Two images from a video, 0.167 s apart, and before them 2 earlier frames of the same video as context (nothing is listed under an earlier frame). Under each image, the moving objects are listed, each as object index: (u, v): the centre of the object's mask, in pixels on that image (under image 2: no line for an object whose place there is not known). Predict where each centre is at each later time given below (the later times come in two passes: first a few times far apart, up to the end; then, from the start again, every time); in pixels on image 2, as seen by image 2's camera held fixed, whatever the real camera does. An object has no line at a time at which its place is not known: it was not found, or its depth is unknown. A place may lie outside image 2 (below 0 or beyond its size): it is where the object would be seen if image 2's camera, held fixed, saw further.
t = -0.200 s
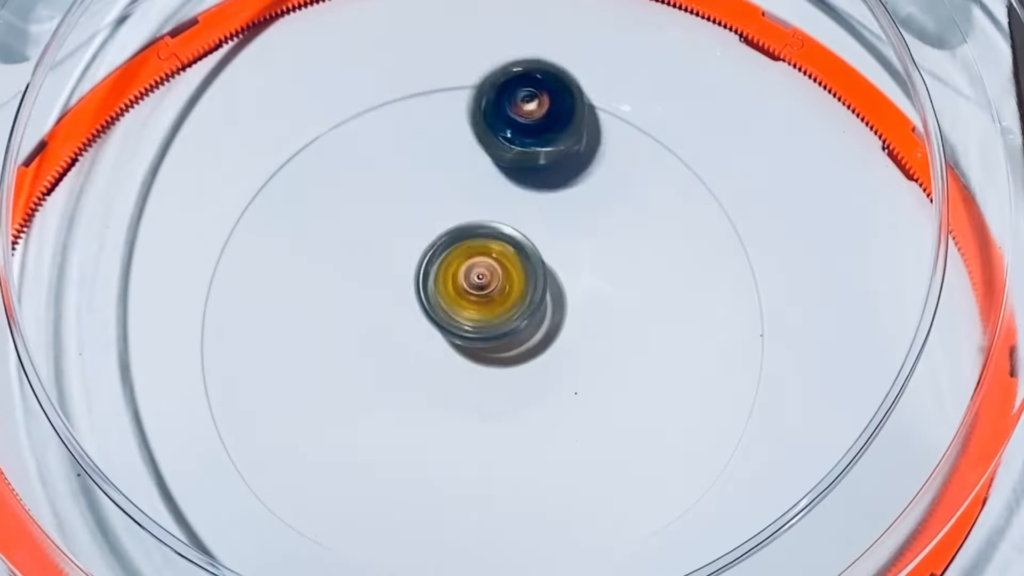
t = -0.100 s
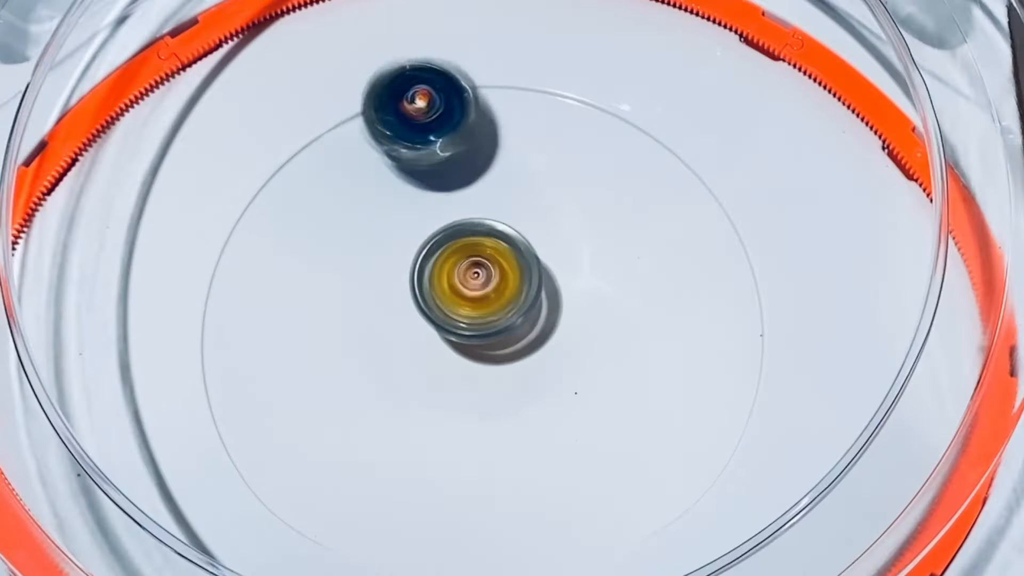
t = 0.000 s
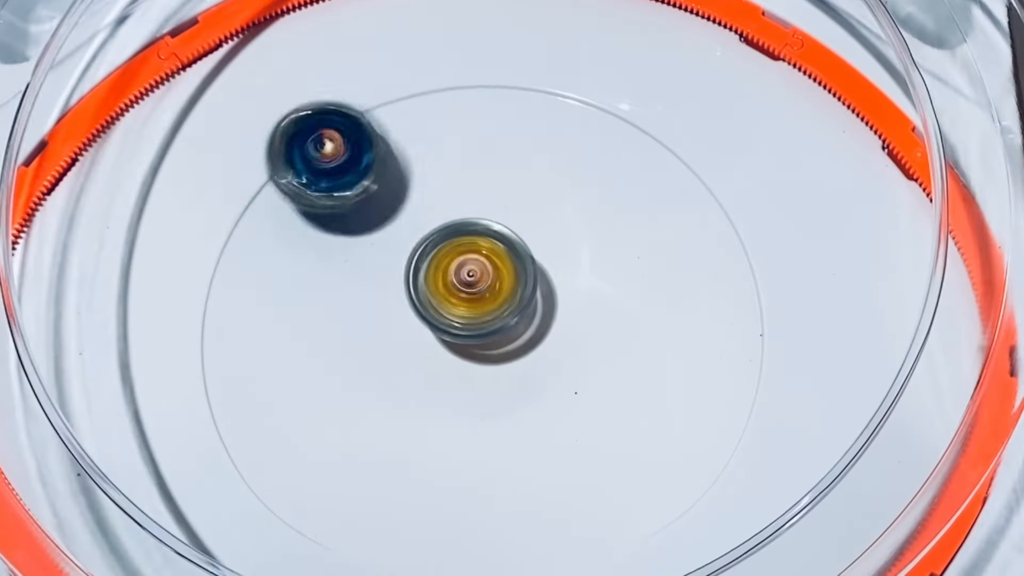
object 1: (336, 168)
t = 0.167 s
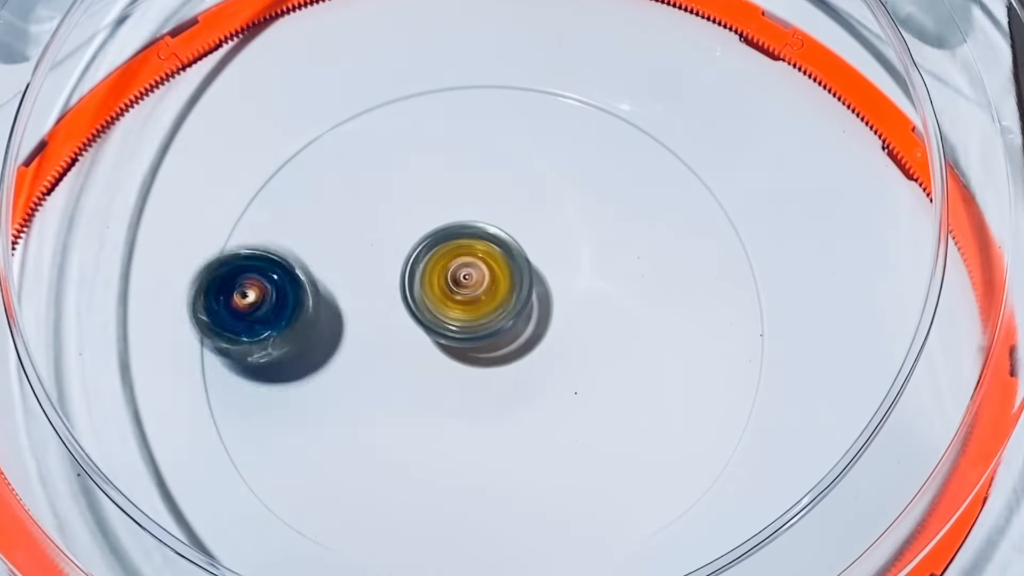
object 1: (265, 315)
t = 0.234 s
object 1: (283, 387)
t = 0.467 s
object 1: (543, 465)
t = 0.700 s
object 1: (681, 244)
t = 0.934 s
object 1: (493, 93)
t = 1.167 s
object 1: (279, 232)
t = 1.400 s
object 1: (393, 488)
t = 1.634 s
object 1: (689, 400)
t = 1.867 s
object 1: (628, 136)
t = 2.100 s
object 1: (341, 122)
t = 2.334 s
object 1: (234, 357)
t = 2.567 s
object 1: (478, 506)
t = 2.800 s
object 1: (696, 291)
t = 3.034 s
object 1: (541, 85)
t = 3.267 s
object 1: (304, 168)
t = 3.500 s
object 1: (318, 425)
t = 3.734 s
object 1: (597, 464)
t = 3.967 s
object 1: (682, 245)
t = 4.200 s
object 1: (468, 127)
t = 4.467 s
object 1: (269, 298)
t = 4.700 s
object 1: (399, 466)
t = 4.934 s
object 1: (624, 374)
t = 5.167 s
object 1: (608, 168)
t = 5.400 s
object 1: (408, 147)
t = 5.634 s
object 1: (320, 334)
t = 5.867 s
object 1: (460, 459)
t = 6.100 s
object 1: (616, 365)
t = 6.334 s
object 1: (565, 204)
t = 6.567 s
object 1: (407, 177)
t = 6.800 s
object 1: (321, 300)
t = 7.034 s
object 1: (295, 405)
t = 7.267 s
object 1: (444, 388)
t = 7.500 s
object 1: (454, 389)
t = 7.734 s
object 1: (454, 316)
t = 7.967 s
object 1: (419, 261)
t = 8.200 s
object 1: (404, 278)
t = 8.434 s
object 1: (236, 328)
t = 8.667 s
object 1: (225, 318)
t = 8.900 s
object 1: (400, 323)
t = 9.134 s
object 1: (520, 326)
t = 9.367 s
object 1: (468, 357)
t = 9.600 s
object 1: (384, 355)
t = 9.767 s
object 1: (367, 335)
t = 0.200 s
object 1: (269, 352)
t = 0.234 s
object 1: (283, 387)
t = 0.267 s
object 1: (304, 418)
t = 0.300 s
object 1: (334, 443)
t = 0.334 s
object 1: (370, 462)
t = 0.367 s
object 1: (409, 473)
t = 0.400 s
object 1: (453, 479)
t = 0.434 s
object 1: (499, 476)
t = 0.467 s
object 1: (543, 465)
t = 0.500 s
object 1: (583, 446)
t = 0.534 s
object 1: (618, 421)
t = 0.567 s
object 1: (645, 390)
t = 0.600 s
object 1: (665, 355)
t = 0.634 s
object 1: (679, 319)
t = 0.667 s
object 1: (684, 281)
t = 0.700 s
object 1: (681, 244)
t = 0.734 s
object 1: (670, 209)
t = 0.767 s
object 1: (651, 177)
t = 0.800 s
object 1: (627, 150)
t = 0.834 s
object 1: (598, 127)
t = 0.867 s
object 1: (566, 109)
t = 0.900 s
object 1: (531, 98)
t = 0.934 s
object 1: (493, 93)
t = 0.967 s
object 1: (455, 95)
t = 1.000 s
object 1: (418, 103)
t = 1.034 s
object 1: (382, 118)
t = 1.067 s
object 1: (350, 139)
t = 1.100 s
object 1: (320, 166)
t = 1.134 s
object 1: (297, 197)
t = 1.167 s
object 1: (279, 232)
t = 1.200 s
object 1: (269, 272)
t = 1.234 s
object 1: (267, 313)
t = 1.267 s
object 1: (275, 356)
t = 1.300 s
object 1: (292, 398)
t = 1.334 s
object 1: (319, 435)
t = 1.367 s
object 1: (353, 465)
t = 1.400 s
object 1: (393, 488)
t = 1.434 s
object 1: (439, 502)
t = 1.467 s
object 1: (486, 506)
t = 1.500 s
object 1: (534, 502)
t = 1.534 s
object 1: (581, 488)
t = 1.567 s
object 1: (624, 465)
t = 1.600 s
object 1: (661, 435)
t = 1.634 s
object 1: (689, 400)
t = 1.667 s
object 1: (708, 360)
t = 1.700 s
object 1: (717, 318)
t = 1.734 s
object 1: (716, 275)
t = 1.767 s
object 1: (705, 234)
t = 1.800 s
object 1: (686, 196)
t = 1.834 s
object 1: (660, 163)
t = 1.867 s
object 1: (628, 136)
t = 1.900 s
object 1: (590, 114)
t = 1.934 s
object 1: (550, 99)
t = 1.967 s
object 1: (507, 90)
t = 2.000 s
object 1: (465, 88)
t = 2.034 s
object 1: (422, 93)
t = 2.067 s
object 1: (380, 105)
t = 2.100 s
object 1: (341, 122)
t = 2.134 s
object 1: (308, 145)
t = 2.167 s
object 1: (280, 173)
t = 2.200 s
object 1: (257, 205)
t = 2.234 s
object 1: (240, 240)
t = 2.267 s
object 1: (230, 279)
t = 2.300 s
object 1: (227, 318)
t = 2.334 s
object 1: (234, 357)
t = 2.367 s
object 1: (250, 393)
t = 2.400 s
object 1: (273, 428)
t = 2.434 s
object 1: (303, 457)
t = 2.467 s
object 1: (340, 481)
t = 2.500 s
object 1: (383, 498)
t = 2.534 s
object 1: (430, 507)
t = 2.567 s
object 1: (478, 506)
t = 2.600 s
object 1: (527, 497)
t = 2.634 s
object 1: (574, 478)
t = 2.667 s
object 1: (616, 451)
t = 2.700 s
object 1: (652, 415)
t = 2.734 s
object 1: (677, 375)
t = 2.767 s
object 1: (692, 333)
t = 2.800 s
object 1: (696, 291)
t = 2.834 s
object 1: (694, 249)
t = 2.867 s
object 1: (682, 209)
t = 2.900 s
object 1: (663, 174)
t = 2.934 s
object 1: (639, 144)
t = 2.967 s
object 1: (610, 120)
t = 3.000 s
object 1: (577, 100)
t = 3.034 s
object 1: (541, 85)
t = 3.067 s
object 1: (503, 79)
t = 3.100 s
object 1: (467, 79)
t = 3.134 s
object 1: (429, 87)
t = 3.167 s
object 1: (393, 101)
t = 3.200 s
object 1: (361, 118)
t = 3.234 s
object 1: (331, 140)
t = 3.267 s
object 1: (304, 168)
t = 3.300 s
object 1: (283, 202)
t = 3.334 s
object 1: (271, 239)
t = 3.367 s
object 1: (265, 278)
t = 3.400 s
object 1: (267, 317)
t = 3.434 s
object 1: (276, 355)
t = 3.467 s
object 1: (293, 392)
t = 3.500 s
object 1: (318, 425)
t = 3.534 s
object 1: (351, 453)
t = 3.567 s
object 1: (390, 474)
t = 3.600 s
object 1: (431, 487)
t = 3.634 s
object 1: (474, 492)
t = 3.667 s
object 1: (516, 490)
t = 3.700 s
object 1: (558, 480)
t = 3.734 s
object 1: (597, 464)
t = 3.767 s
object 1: (630, 440)
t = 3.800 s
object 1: (656, 412)
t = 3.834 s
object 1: (674, 382)
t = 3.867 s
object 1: (688, 348)
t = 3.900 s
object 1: (694, 315)
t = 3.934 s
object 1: (693, 280)
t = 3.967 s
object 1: (682, 245)
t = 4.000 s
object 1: (665, 215)
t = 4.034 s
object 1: (643, 188)
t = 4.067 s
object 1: (615, 165)
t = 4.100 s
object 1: (582, 146)
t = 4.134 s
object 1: (545, 132)
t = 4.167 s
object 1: (507, 126)
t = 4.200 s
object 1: (468, 127)
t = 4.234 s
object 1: (431, 133)
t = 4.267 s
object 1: (395, 142)
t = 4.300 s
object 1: (360, 160)
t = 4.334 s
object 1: (333, 181)
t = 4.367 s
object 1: (309, 207)
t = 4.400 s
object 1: (290, 235)
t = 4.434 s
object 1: (275, 266)
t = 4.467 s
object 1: (269, 298)
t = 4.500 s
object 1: (270, 330)
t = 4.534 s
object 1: (276, 359)
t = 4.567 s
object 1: (288, 389)
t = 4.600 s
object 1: (309, 416)
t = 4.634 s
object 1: (336, 438)
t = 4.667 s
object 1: (367, 454)
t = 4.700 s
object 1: (399, 466)
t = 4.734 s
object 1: (436, 473)
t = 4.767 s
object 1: (475, 470)
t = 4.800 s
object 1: (510, 460)
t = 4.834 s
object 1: (544, 445)
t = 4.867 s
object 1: (577, 427)
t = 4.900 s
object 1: (604, 401)
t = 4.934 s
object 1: (624, 374)
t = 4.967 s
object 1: (641, 344)
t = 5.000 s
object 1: (653, 310)
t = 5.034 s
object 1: (655, 277)
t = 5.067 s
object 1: (650, 245)
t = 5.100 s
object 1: (642, 216)
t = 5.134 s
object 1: (628, 190)
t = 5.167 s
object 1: (608, 168)
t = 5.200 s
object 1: (585, 150)
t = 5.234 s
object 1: (558, 136)
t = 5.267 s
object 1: (527, 126)
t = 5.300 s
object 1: (498, 124)
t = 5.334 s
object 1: (467, 127)
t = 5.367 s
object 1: (435, 134)
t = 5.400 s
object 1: (408, 147)
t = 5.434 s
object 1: (383, 166)
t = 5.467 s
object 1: (359, 187)
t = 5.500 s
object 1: (340, 214)
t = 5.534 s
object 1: (329, 242)
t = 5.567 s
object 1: (321, 271)
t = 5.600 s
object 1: (317, 303)
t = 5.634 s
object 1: (320, 334)
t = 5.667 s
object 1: (329, 363)
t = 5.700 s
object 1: (341, 389)
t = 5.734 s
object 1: (359, 410)
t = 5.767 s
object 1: (380, 427)
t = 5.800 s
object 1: (404, 443)
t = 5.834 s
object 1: (433, 454)
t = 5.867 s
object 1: (460, 459)
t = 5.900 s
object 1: (489, 459)
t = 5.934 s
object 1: (519, 454)
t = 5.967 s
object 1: (545, 443)
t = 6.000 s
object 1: (569, 429)
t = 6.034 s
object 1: (591, 410)
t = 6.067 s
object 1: (605, 389)
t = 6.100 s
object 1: (616, 365)
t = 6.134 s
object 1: (623, 339)
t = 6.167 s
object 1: (622, 314)
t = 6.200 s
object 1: (618, 289)
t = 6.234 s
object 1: (610, 264)
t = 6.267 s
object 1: (598, 243)
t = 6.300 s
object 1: (584, 224)
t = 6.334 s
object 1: (565, 204)
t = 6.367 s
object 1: (546, 192)
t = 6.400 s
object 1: (526, 180)
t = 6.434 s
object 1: (501, 172)
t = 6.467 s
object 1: (477, 168)
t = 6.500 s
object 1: (453, 166)
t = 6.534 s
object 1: (429, 169)
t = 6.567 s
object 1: (407, 177)
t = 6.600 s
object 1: (384, 187)
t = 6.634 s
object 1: (367, 202)
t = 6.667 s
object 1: (354, 219)
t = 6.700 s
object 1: (341, 239)
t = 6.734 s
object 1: (336, 259)
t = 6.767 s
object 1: (334, 279)
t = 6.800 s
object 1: (321, 300)
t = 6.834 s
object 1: (300, 316)
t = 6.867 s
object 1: (286, 333)
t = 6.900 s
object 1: (279, 350)
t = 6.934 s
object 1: (274, 366)
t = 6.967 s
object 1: (276, 383)
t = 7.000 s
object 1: (283, 393)
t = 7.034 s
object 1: (295, 405)
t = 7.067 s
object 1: (310, 412)
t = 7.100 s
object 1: (327, 415)
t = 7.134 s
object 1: (349, 415)
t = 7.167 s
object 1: (367, 413)
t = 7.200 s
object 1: (394, 408)
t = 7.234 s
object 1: (417, 400)
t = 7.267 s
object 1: (444, 388)
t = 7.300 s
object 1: (467, 373)
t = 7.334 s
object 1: (465, 378)
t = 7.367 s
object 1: (456, 386)
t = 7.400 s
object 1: (453, 393)
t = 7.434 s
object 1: (453, 393)
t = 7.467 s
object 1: (453, 394)
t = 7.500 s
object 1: (454, 389)
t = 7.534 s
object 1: (456, 384)
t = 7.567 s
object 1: (458, 374)
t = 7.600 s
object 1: (459, 364)
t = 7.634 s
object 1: (457, 352)
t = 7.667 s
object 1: (456, 341)
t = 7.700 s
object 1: (454, 328)
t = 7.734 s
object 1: (454, 316)
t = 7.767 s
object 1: (451, 303)
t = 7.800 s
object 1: (450, 292)
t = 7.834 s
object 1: (448, 282)
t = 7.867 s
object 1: (447, 270)
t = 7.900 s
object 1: (445, 261)
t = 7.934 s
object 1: (440, 252)
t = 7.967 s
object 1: (419, 261)
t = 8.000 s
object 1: (403, 267)
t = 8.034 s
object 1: (399, 272)
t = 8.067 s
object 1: (399, 272)
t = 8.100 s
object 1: (400, 273)
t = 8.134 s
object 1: (400, 275)
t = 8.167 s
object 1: (402, 276)
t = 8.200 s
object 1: (404, 278)
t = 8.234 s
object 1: (408, 278)
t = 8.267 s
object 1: (414, 280)
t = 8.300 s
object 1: (404, 288)
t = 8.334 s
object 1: (350, 304)
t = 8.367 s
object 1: (307, 317)
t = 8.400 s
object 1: (267, 323)
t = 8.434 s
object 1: (236, 328)
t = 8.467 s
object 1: (214, 333)
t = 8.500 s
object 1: (204, 334)
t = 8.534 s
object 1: (201, 330)
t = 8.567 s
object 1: (198, 326)
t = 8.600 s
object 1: (203, 323)
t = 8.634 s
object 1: (211, 321)
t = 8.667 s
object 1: (225, 318)
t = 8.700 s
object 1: (238, 317)
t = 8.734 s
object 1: (253, 316)
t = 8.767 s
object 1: (270, 322)
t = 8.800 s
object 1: (295, 323)
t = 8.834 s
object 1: (327, 324)
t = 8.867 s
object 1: (363, 322)
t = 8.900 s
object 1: (400, 323)
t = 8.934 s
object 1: (437, 319)
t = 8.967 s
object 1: (476, 315)
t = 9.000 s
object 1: (506, 313)
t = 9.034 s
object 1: (513, 314)
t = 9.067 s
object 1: (515, 319)
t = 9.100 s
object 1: (519, 322)
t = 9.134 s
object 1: (520, 326)
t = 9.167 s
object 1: (514, 333)
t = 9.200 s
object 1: (509, 338)
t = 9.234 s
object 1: (498, 344)
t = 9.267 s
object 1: (482, 350)
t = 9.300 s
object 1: (472, 355)
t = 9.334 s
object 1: (468, 357)
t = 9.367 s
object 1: (468, 357)
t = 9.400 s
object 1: (468, 355)
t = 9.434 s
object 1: (462, 355)
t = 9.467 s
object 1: (456, 355)
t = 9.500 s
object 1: (456, 354)
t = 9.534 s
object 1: (436, 355)
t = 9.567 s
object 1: (409, 359)
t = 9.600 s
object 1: (384, 355)
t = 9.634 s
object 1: (374, 351)
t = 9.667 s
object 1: (370, 346)
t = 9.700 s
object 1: (368, 342)
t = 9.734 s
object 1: (367, 337)
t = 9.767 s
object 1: (367, 335)
